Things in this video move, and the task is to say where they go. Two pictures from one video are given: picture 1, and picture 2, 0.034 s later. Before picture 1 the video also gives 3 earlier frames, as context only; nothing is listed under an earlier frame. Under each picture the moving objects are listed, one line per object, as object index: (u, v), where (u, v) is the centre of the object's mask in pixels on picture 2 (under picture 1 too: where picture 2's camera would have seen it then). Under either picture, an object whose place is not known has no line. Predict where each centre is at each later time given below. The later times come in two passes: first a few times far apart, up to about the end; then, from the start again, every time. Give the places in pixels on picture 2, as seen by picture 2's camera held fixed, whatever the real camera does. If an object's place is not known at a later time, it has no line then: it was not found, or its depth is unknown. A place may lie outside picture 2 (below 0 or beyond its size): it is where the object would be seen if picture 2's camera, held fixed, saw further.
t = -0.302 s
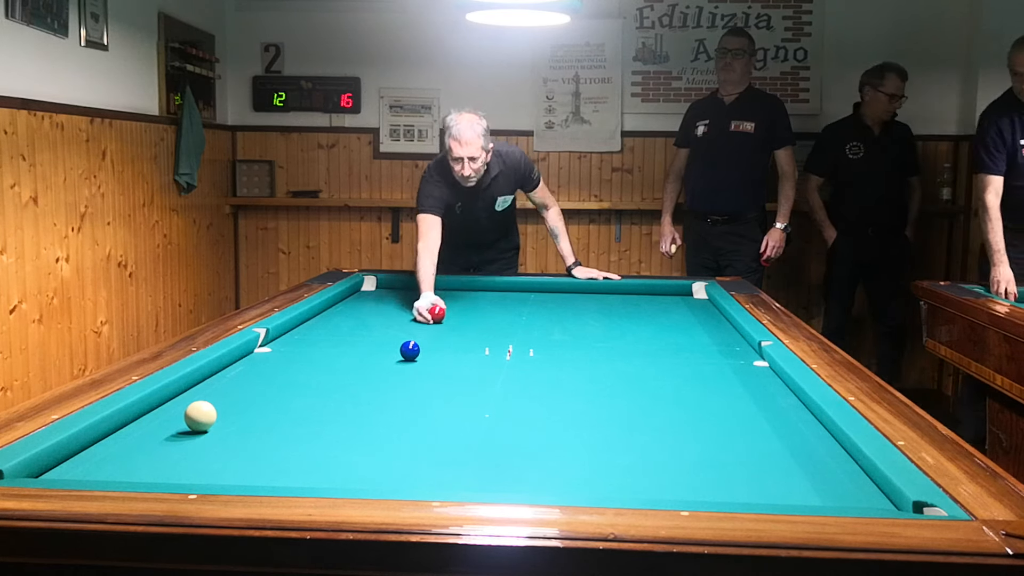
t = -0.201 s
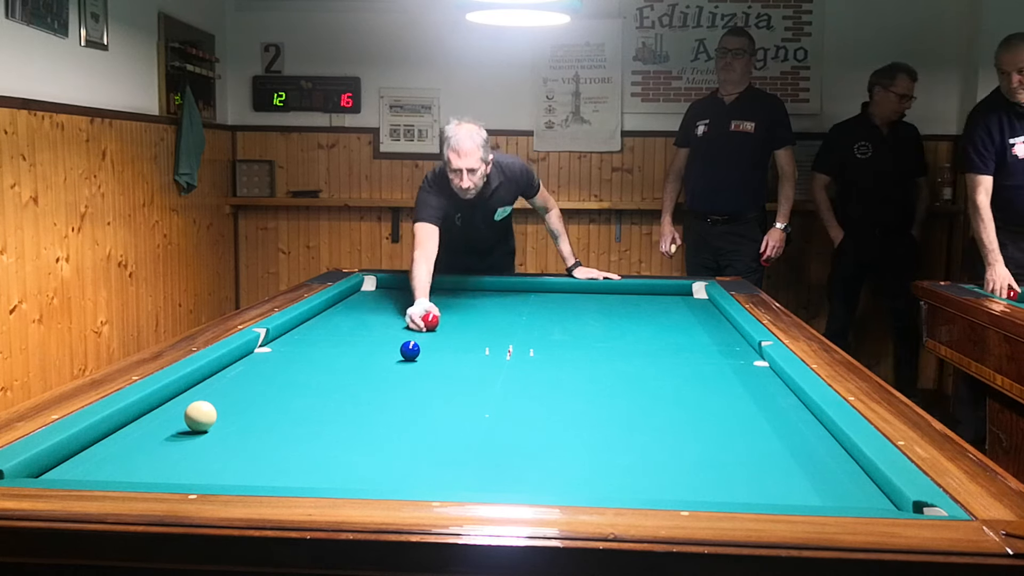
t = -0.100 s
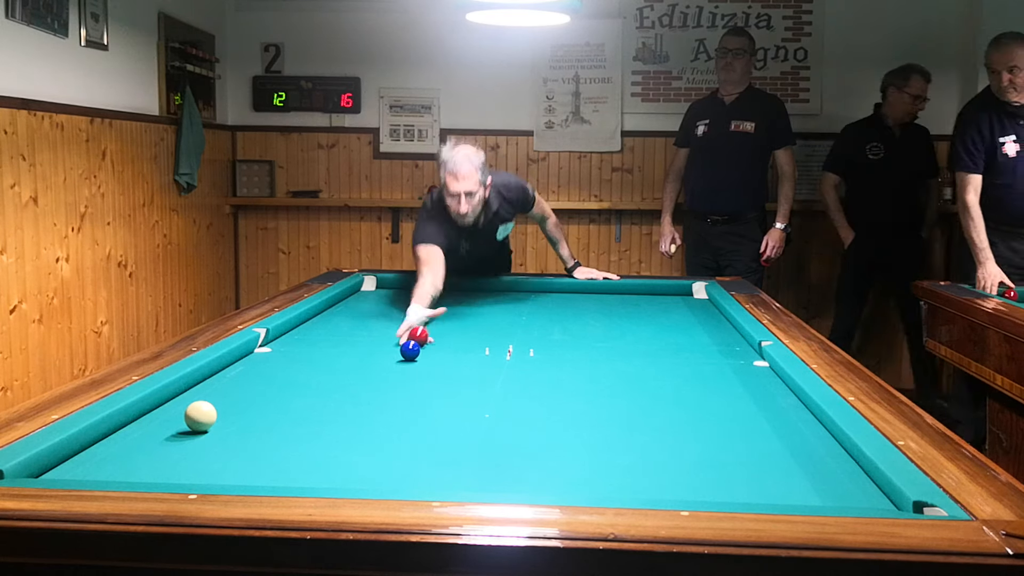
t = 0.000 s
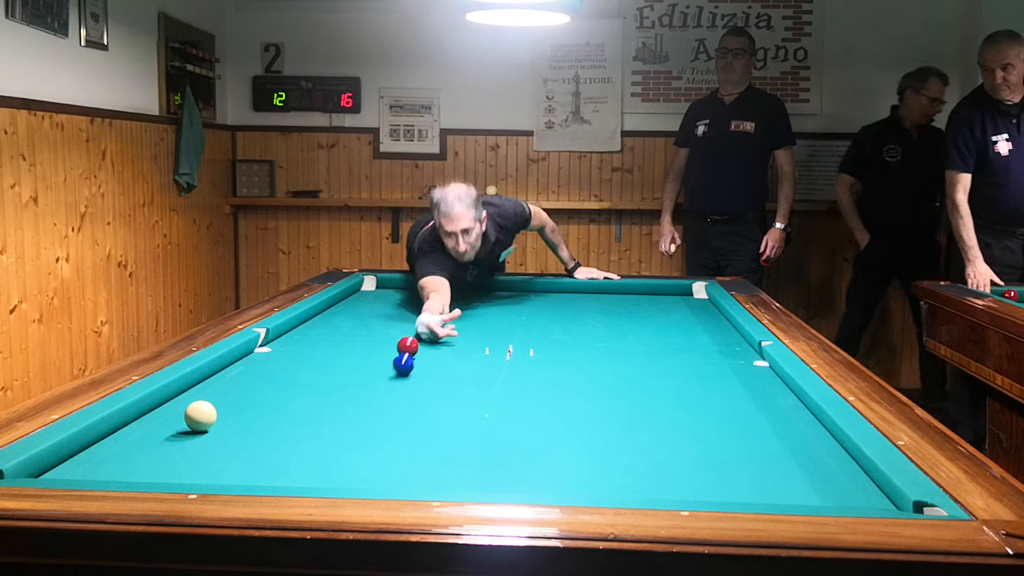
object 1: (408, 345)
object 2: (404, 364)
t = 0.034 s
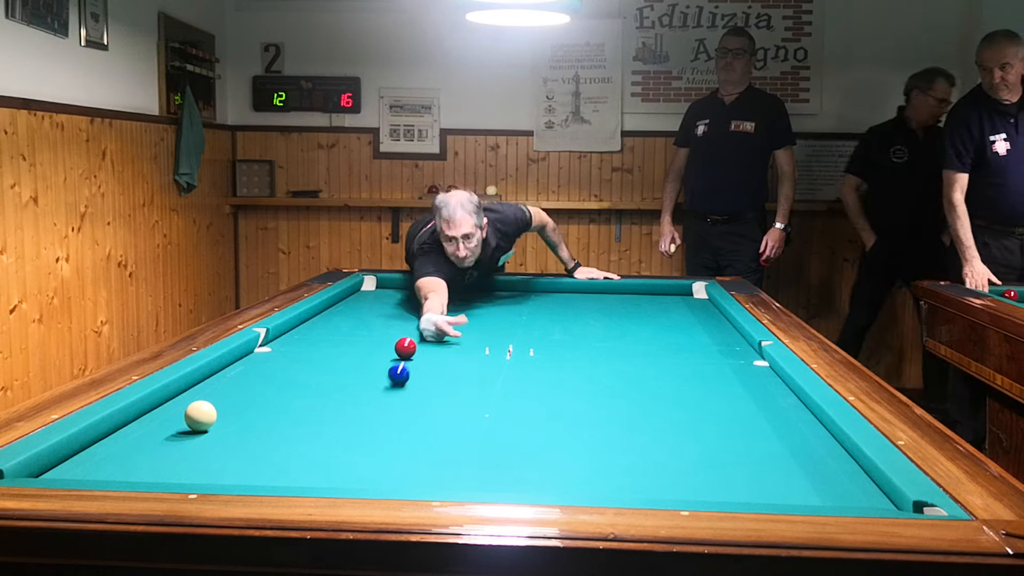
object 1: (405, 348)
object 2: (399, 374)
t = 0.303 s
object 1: (390, 355)
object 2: (346, 482)
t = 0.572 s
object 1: (375, 361)
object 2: (423, 408)
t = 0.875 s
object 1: (358, 369)
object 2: (470, 355)
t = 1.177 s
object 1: (339, 378)
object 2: (499, 321)
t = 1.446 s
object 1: (322, 385)
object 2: (518, 301)
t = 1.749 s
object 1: (302, 394)
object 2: (529, 291)
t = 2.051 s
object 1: (282, 403)
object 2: (526, 304)
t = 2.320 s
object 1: (265, 411)
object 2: (524, 316)
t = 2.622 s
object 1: (244, 421)
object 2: (520, 332)
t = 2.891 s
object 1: (226, 429)
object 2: (517, 349)
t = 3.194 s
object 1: (205, 439)
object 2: (512, 373)
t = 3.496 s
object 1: (185, 449)
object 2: (506, 402)
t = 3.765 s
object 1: (167, 457)
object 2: (499, 436)
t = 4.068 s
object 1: (147, 465)
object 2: (488, 481)
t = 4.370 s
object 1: (128, 470)
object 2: (492, 479)
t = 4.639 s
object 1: (112, 474)
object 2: (502, 453)
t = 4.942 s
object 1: (97, 477)
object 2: (512, 427)
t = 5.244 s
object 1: (101, 475)
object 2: (520, 406)
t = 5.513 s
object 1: (104, 473)
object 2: (526, 391)
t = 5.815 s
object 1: (107, 472)
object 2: (531, 375)
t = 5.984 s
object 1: (108, 471)
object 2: (533, 368)
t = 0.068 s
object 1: (403, 349)
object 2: (394, 386)
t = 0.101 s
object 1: (402, 350)
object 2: (389, 397)
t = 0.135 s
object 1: (400, 351)
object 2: (383, 410)
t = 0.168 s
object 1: (398, 352)
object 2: (377, 423)
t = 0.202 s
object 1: (396, 352)
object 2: (370, 439)
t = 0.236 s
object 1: (394, 353)
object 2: (362, 456)
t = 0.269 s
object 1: (392, 354)
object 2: (354, 472)
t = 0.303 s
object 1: (390, 355)
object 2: (346, 482)
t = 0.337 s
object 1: (389, 355)
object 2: (350, 481)
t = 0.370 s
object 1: (387, 356)
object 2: (365, 473)
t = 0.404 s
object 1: (385, 357)
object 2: (377, 461)
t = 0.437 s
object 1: (383, 358)
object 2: (388, 448)
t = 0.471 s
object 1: (381, 359)
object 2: (398, 436)
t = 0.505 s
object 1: (379, 360)
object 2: (407, 426)
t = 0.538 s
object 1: (377, 361)
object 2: (415, 416)
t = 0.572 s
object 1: (375, 361)
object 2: (423, 408)
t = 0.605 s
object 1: (373, 362)
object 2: (430, 400)
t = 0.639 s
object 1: (371, 363)
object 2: (436, 393)
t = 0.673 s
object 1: (370, 364)
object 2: (442, 386)
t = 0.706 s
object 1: (367, 365)
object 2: (447, 380)
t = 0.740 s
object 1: (366, 366)
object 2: (452, 374)
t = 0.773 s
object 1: (364, 367)
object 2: (457, 369)
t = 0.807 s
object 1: (361, 368)
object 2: (461, 364)
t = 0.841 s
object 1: (360, 369)
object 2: (466, 359)
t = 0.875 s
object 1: (358, 369)
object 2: (470, 355)
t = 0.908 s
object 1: (356, 370)
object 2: (474, 350)
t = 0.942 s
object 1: (354, 371)
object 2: (477, 346)
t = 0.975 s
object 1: (352, 372)
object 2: (481, 342)
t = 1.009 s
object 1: (349, 373)
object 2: (484, 338)
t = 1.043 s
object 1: (347, 374)
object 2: (488, 335)
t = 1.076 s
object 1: (345, 375)
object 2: (491, 331)
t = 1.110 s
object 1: (343, 376)
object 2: (494, 328)
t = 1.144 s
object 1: (341, 377)
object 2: (497, 325)
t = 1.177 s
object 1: (339, 378)
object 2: (499, 321)
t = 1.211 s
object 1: (337, 379)
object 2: (502, 319)
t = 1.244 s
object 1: (335, 380)
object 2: (504, 316)
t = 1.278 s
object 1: (333, 380)
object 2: (507, 313)
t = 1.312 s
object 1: (331, 382)
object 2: (509, 310)
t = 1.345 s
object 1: (329, 382)
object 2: (512, 308)
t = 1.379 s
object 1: (326, 383)
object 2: (514, 305)
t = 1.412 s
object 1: (324, 384)
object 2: (516, 303)
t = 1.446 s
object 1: (322, 385)
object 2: (518, 301)
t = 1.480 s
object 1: (320, 386)
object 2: (520, 298)
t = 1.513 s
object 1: (318, 387)
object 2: (522, 296)
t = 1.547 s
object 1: (316, 388)
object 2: (524, 294)
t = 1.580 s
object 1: (314, 389)
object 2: (526, 292)
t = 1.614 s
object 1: (311, 390)
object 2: (528, 290)
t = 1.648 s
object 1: (309, 391)
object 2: (530, 288)
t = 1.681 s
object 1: (307, 392)
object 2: (531, 288)
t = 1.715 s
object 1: (305, 393)
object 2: (530, 289)
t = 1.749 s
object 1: (302, 394)
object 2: (529, 291)
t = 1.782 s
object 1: (300, 395)
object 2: (529, 292)
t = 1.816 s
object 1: (298, 396)
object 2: (528, 294)
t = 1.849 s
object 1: (296, 397)
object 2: (528, 295)
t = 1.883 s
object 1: (294, 398)
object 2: (528, 296)
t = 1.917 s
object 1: (291, 399)
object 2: (527, 298)
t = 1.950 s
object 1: (289, 400)
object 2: (527, 299)
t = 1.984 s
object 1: (287, 401)
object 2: (527, 301)
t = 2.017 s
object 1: (285, 402)
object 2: (527, 302)
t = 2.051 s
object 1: (282, 403)
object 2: (526, 304)
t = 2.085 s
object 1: (280, 404)
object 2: (526, 305)
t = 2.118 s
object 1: (278, 405)
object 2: (526, 306)
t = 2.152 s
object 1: (276, 406)
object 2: (526, 308)
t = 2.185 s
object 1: (273, 407)
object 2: (525, 310)
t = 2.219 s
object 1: (271, 408)
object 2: (525, 311)
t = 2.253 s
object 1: (269, 409)
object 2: (525, 313)
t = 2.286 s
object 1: (267, 410)
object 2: (524, 314)
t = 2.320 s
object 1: (265, 411)
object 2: (524, 316)
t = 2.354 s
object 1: (262, 412)
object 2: (524, 317)
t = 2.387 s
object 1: (260, 413)
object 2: (523, 319)
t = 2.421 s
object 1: (258, 414)
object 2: (523, 321)
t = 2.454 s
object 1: (255, 415)
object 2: (523, 323)
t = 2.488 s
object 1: (253, 416)
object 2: (522, 324)
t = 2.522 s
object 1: (251, 417)
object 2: (522, 326)
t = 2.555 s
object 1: (248, 418)
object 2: (521, 328)
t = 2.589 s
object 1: (246, 419)
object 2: (521, 330)
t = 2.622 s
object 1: (244, 421)
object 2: (520, 332)
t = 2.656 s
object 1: (241, 422)
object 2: (520, 334)
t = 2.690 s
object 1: (239, 423)
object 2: (520, 336)
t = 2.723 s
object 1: (237, 424)
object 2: (519, 338)
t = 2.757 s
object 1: (235, 425)
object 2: (519, 340)
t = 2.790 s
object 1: (232, 426)
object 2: (518, 342)
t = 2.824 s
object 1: (230, 427)
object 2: (518, 344)
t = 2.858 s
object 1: (228, 428)
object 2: (517, 347)
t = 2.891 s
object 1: (226, 429)
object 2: (517, 349)
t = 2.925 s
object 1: (223, 430)
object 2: (516, 351)
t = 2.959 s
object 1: (221, 432)
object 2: (516, 354)
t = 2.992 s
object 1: (219, 433)
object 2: (515, 356)
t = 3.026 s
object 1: (217, 434)
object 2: (515, 359)
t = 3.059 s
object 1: (215, 435)
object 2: (514, 361)
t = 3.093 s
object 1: (212, 436)
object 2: (514, 364)
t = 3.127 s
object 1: (210, 437)
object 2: (513, 367)
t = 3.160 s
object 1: (208, 438)
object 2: (512, 370)
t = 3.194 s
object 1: (205, 439)
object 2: (512, 373)
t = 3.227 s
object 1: (203, 440)
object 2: (511, 376)
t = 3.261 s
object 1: (201, 441)
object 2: (510, 378)
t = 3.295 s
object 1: (199, 442)
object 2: (510, 382)
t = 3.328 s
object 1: (196, 443)
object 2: (509, 385)
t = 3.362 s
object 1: (194, 444)
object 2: (509, 388)
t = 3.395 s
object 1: (192, 445)
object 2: (508, 392)
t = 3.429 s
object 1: (189, 446)
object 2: (507, 395)
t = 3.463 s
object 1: (187, 447)
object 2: (506, 398)
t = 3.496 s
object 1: (185, 449)
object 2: (506, 402)
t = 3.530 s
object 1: (183, 450)
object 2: (505, 406)
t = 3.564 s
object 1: (180, 451)
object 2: (504, 410)
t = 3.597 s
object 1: (178, 452)
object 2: (503, 414)
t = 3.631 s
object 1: (176, 453)
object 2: (502, 418)
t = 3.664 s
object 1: (174, 454)
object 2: (501, 422)
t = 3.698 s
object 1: (171, 455)
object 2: (501, 426)
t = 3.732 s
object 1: (169, 456)
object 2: (500, 431)
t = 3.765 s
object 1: (167, 457)
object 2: (499, 436)
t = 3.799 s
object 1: (165, 458)
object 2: (498, 441)
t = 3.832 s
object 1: (163, 459)
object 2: (497, 446)
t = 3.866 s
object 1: (160, 461)
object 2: (495, 451)
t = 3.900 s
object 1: (158, 461)
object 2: (494, 456)
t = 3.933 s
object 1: (156, 462)
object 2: (493, 462)
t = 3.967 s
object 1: (154, 463)
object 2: (492, 468)
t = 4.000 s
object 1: (152, 464)
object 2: (490, 473)
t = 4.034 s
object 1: (149, 465)
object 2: (489, 477)
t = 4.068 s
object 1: (147, 465)
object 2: (488, 481)
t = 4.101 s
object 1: (145, 466)
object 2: (487, 484)
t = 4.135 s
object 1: (143, 467)
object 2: (485, 487)
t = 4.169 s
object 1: (141, 467)
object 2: (484, 490)
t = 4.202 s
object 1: (139, 468)
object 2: (485, 489)
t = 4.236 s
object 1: (137, 468)
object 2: (486, 487)
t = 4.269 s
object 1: (135, 469)
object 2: (488, 485)
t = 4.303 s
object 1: (133, 470)
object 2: (489, 483)
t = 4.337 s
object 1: (130, 470)
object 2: (491, 481)
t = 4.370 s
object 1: (128, 470)
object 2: (492, 479)
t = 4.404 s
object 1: (126, 471)
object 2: (494, 476)
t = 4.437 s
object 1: (124, 471)
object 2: (495, 473)
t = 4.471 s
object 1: (122, 472)
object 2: (496, 469)
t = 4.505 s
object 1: (120, 472)
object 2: (497, 466)
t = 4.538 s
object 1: (118, 473)
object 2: (499, 462)
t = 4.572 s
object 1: (116, 473)
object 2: (500, 459)
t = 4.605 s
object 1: (114, 473)
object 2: (501, 455)
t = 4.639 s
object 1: (112, 474)
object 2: (502, 453)
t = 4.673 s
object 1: (110, 474)
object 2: (503, 449)
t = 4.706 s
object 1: (108, 475)
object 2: (504, 447)
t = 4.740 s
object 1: (105, 475)
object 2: (505, 444)
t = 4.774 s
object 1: (104, 475)
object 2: (507, 441)
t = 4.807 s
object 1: (102, 476)
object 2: (508, 438)
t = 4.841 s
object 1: (100, 476)
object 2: (509, 435)
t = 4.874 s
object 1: (98, 477)
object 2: (510, 432)
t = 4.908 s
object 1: (97, 477)
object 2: (511, 430)
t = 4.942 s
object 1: (97, 477)
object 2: (512, 427)
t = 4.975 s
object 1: (98, 476)
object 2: (513, 425)
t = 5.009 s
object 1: (98, 476)
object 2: (514, 422)
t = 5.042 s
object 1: (98, 476)
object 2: (515, 420)
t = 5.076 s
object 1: (99, 476)
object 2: (516, 417)
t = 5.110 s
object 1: (99, 475)
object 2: (516, 415)
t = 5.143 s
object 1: (99, 475)
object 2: (517, 413)
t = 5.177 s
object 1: (100, 475)
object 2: (518, 411)
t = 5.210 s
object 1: (100, 475)
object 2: (519, 409)
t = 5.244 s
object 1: (101, 475)
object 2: (520, 406)
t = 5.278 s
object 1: (101, 474)
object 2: (521, 404)
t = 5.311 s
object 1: (102, 474)
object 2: (521, 402)
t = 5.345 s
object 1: (102, 474)
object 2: (522, 400)
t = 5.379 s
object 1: (102, 474)
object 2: (523, 398)
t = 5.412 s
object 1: (103, 474)
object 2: (524, 396)
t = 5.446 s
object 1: (103, 473)
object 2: (524, 394)
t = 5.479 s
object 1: (103, 473)
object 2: (525, 392)
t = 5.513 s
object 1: (104, 473)
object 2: (526, 391)
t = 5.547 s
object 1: (104, 473)
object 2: (526, 389)
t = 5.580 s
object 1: (104, 473)
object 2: (527, 387)
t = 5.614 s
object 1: (105, 473)
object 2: (528, 385)
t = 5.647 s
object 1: (105, 472)
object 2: (528, 384)
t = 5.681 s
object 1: (105, 472)
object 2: (529, 382)
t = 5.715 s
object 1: (106, 472)
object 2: (529, 380)
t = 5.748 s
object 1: (106, 472)
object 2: (530, 379)
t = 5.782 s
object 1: (106, 472)
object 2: (530, 377)
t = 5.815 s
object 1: (107, 472)
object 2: (531, 375)
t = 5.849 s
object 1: (107, 472)
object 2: (532, 374)
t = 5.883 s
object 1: (107, 472)
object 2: (532, 372)
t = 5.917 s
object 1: (108, 472)
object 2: (532, 371)
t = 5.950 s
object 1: (108, 472)
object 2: (533, 370)
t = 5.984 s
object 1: (108, 471)
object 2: (533, 368)
